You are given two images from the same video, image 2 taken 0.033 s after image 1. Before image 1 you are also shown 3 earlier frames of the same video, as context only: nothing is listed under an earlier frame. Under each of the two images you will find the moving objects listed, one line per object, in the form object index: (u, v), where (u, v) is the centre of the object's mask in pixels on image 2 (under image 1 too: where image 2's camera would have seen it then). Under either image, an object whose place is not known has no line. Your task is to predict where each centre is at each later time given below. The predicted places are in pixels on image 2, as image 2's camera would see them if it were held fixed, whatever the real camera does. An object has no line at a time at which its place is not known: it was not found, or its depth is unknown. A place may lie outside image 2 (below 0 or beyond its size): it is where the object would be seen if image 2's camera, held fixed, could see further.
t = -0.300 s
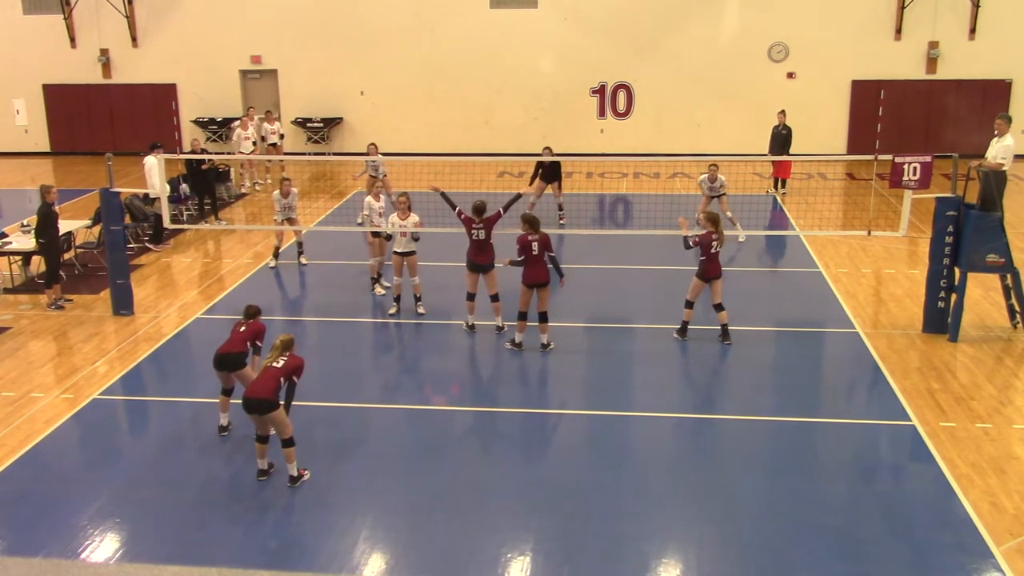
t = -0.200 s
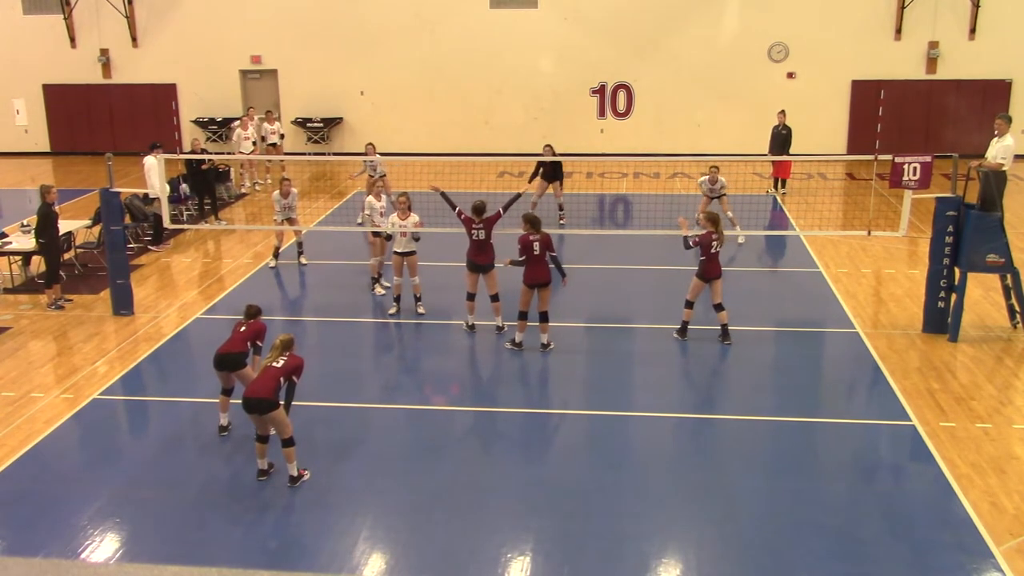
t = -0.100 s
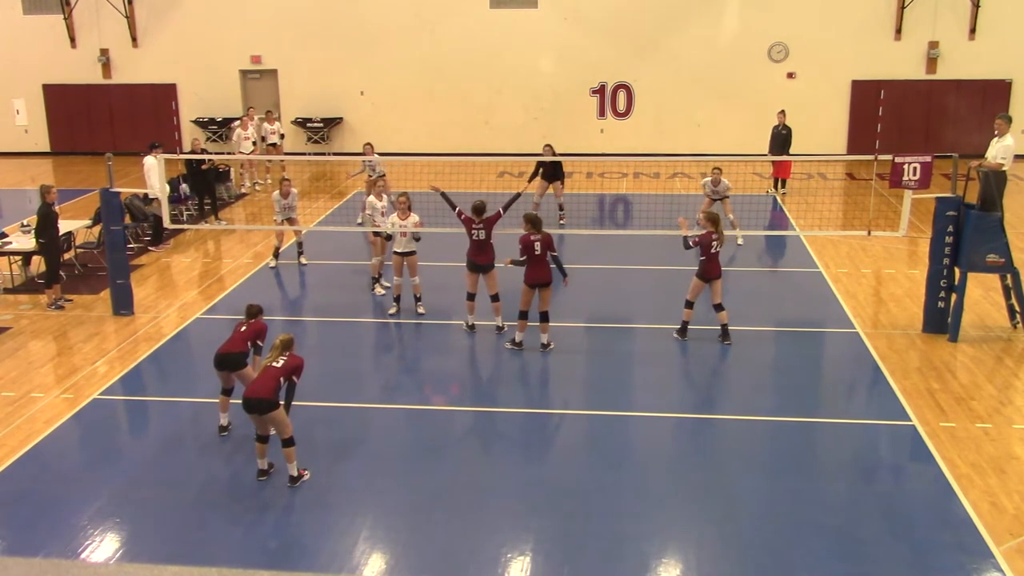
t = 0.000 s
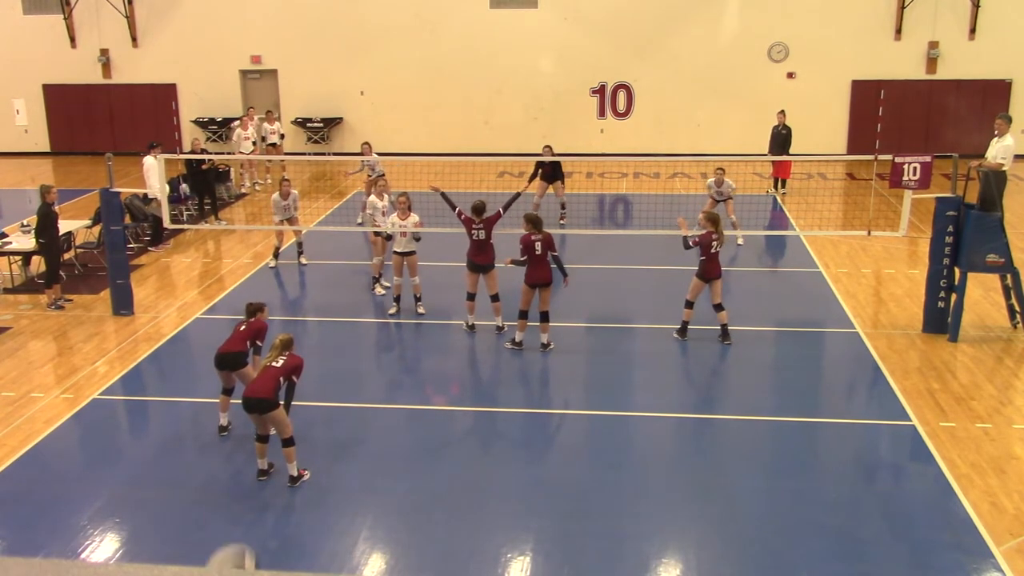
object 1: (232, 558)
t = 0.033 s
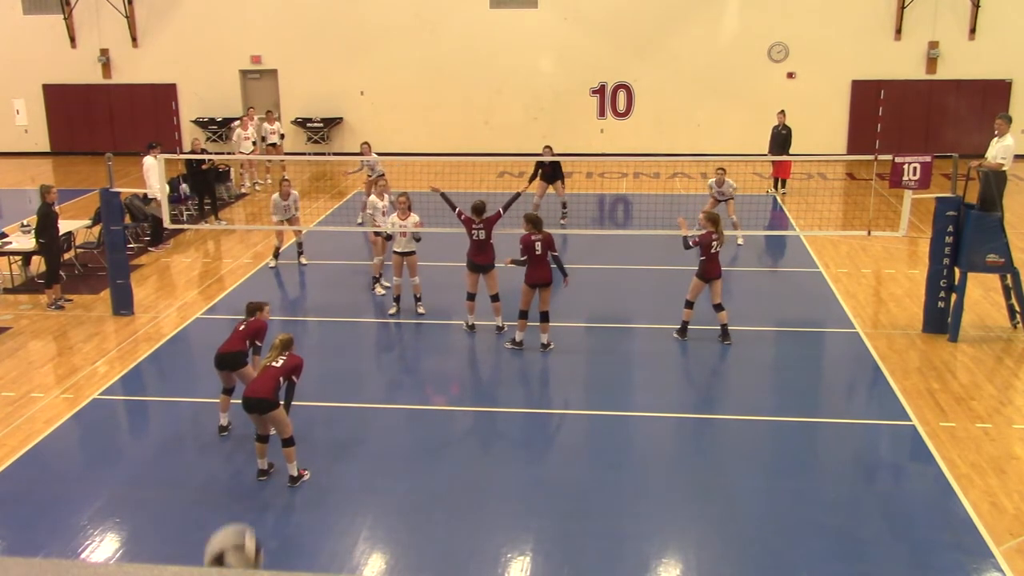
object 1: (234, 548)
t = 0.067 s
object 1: (234, 537)
